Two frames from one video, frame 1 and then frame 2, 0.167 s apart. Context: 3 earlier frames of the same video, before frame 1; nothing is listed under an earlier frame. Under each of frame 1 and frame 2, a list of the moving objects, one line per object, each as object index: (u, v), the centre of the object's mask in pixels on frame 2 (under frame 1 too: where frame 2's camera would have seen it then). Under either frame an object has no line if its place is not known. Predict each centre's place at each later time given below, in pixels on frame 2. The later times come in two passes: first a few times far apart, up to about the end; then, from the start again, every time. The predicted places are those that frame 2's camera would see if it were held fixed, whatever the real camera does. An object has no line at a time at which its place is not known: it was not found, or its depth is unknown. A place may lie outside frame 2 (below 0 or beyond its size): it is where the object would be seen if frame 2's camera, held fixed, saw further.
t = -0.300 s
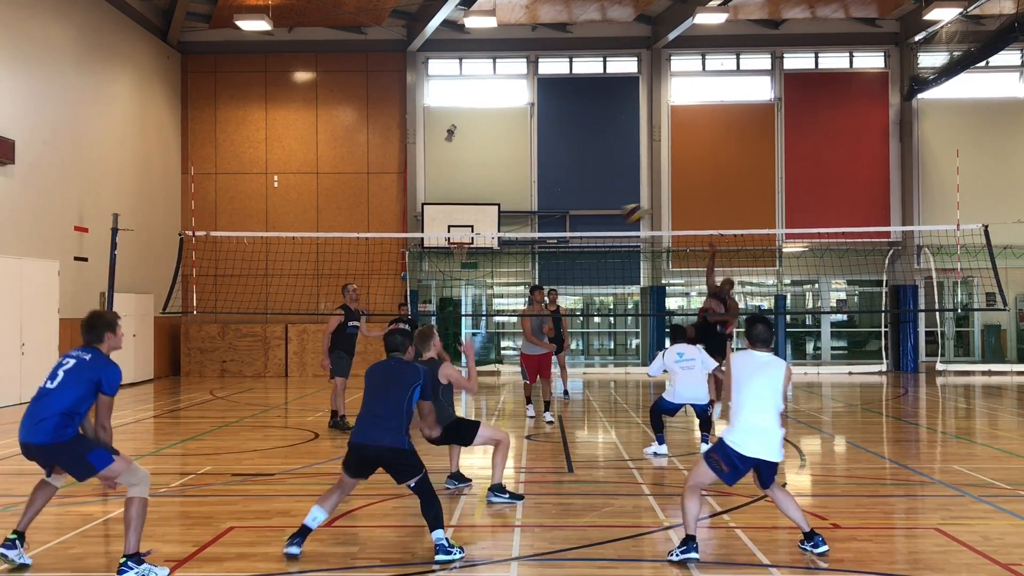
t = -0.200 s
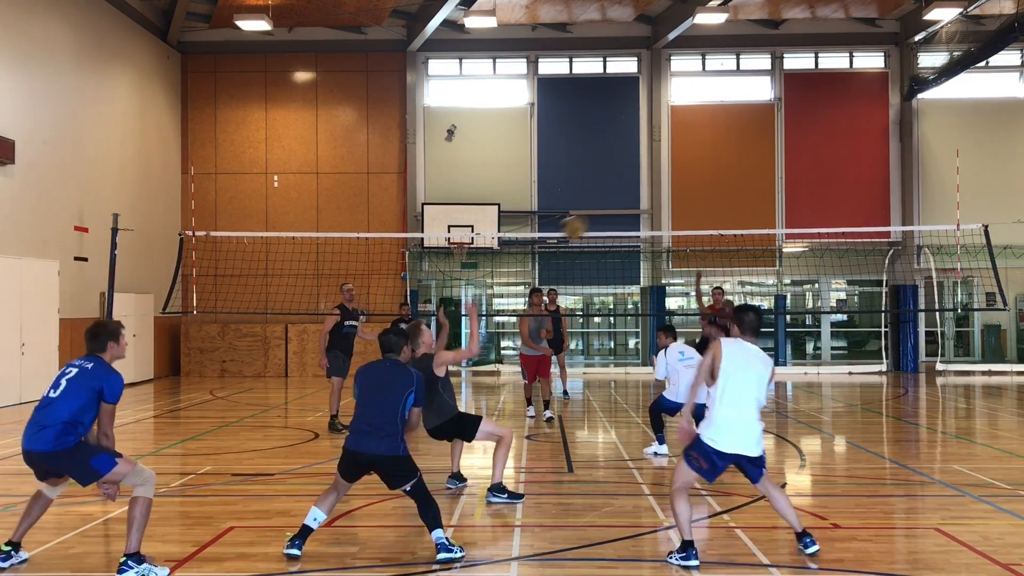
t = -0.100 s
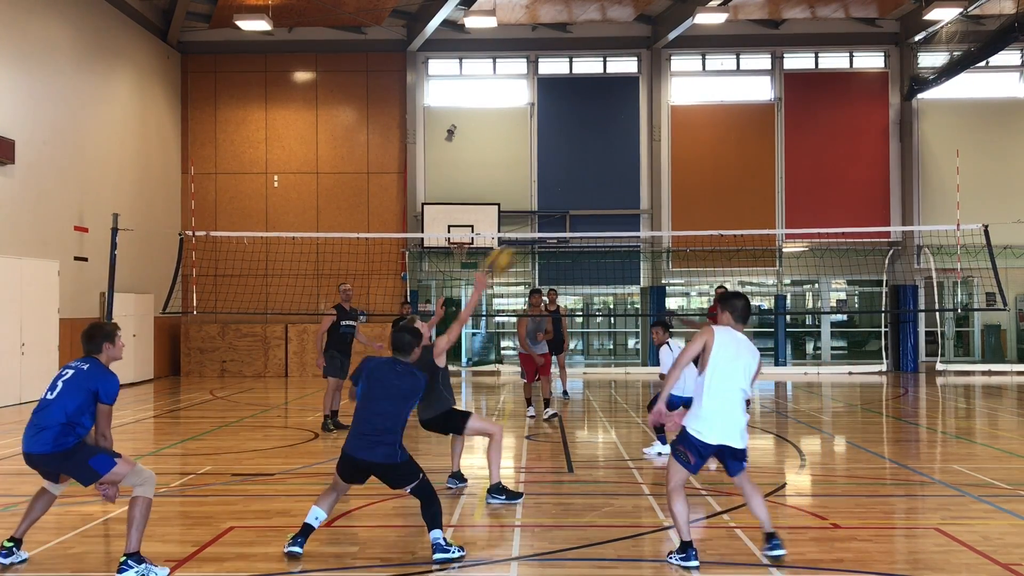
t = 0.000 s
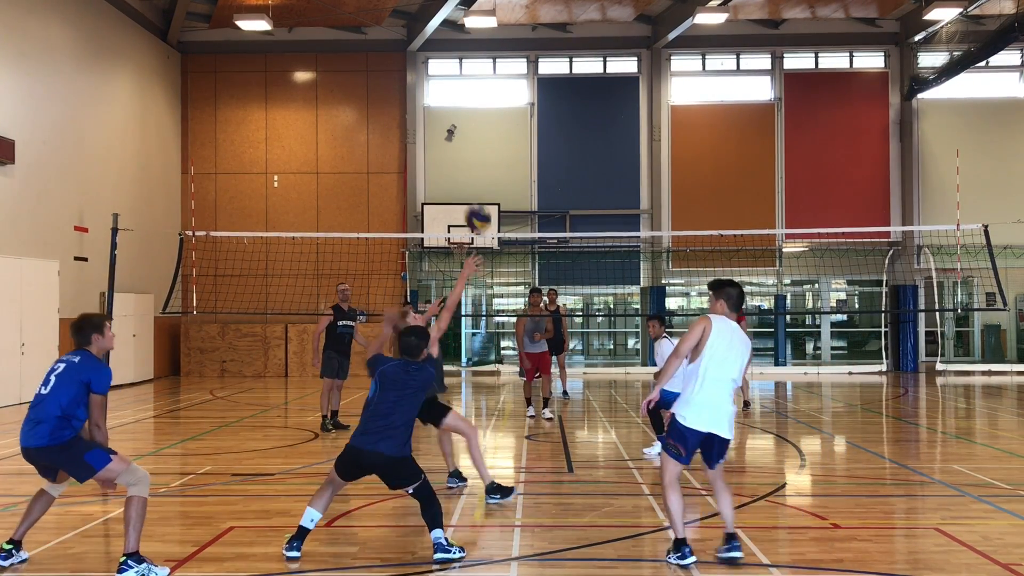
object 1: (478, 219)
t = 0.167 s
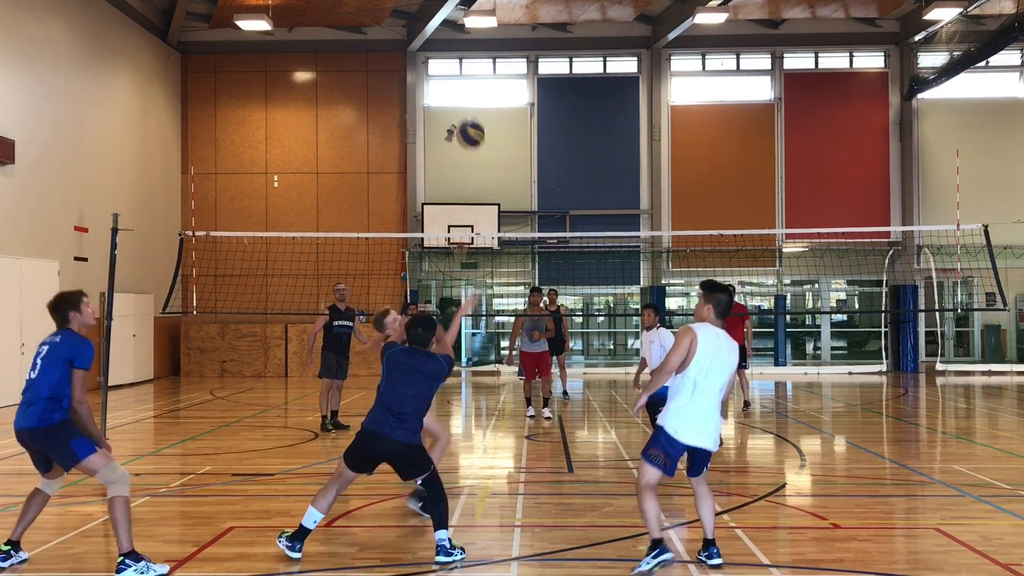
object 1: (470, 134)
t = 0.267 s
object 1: (466, 99)
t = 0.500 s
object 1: (456, 59)
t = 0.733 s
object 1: (443, 109)
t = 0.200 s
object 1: (469, 122)
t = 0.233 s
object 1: (468, 110)
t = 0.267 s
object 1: (466, 99)
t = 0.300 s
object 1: (465, 87)
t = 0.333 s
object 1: (464, 78)
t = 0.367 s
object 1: (462, 71)
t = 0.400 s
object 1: (460, 66)
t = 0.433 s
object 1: (459, 62)
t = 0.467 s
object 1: (457, 60)
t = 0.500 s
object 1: (456, 59)
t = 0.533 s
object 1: (454, 60)
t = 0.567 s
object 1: (452, 63)
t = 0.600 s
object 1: (451, 67)
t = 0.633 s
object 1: (449, 73)
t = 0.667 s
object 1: (447, 83)
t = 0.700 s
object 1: (445, 95)
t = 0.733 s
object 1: (443, 109)
